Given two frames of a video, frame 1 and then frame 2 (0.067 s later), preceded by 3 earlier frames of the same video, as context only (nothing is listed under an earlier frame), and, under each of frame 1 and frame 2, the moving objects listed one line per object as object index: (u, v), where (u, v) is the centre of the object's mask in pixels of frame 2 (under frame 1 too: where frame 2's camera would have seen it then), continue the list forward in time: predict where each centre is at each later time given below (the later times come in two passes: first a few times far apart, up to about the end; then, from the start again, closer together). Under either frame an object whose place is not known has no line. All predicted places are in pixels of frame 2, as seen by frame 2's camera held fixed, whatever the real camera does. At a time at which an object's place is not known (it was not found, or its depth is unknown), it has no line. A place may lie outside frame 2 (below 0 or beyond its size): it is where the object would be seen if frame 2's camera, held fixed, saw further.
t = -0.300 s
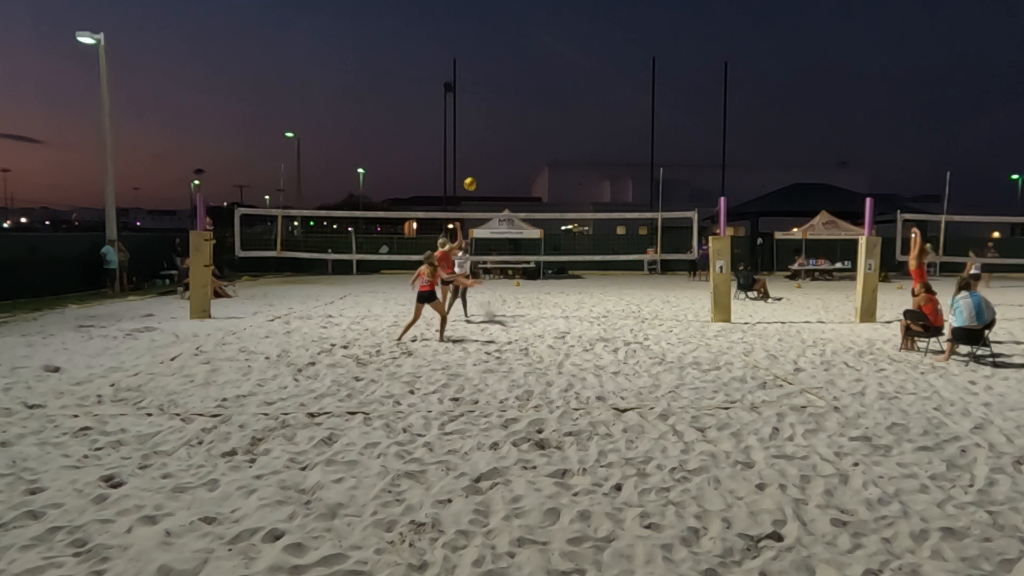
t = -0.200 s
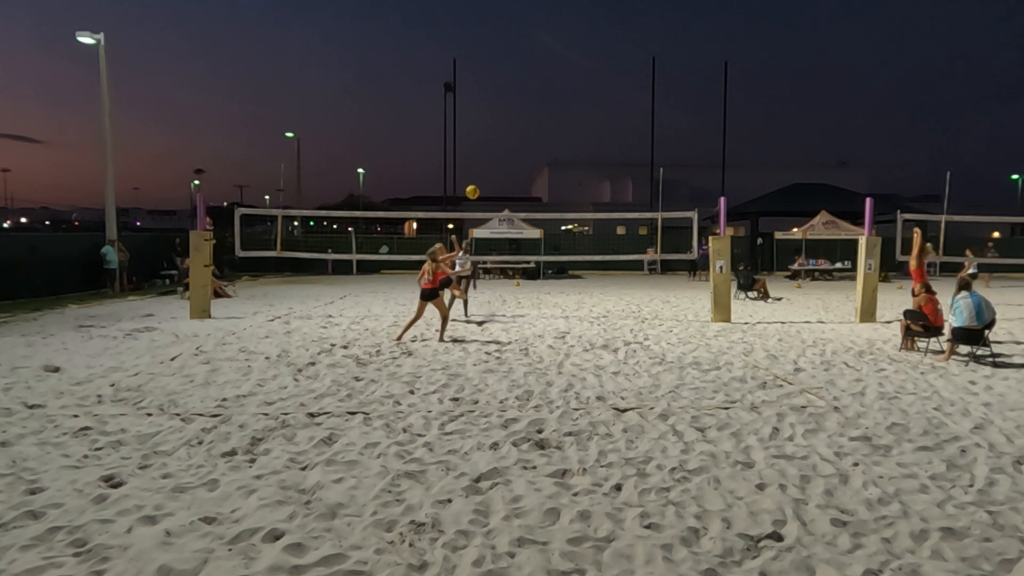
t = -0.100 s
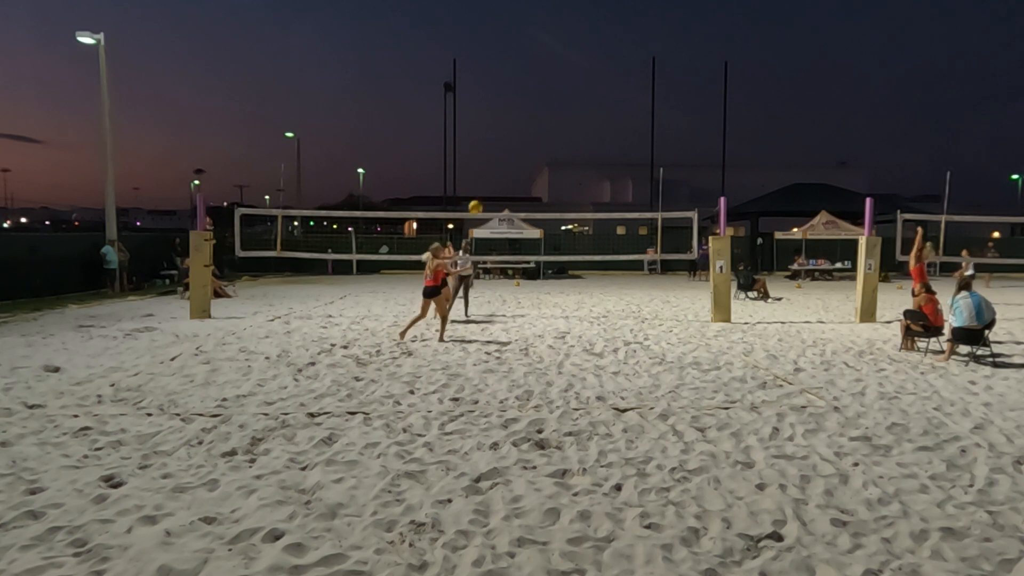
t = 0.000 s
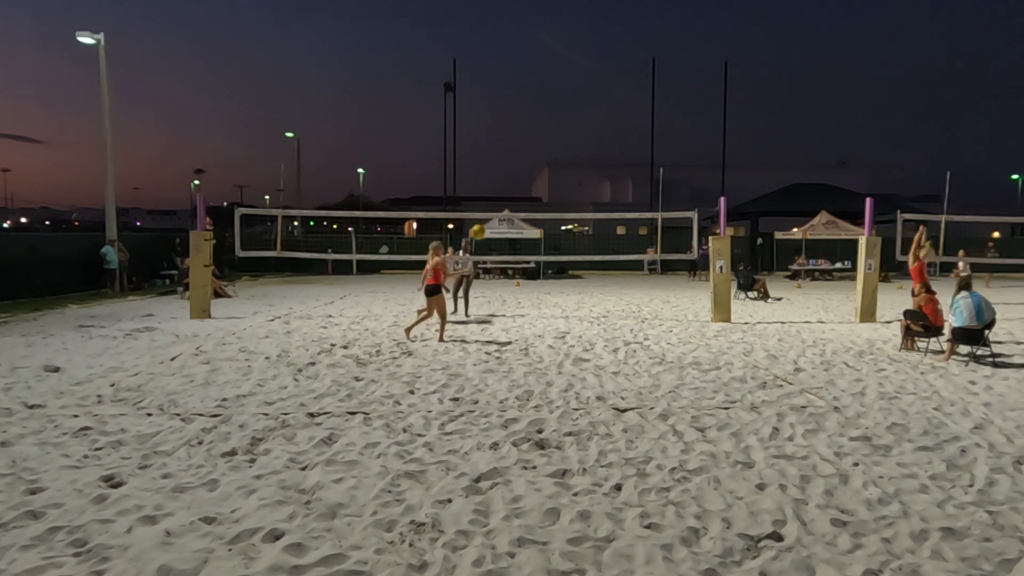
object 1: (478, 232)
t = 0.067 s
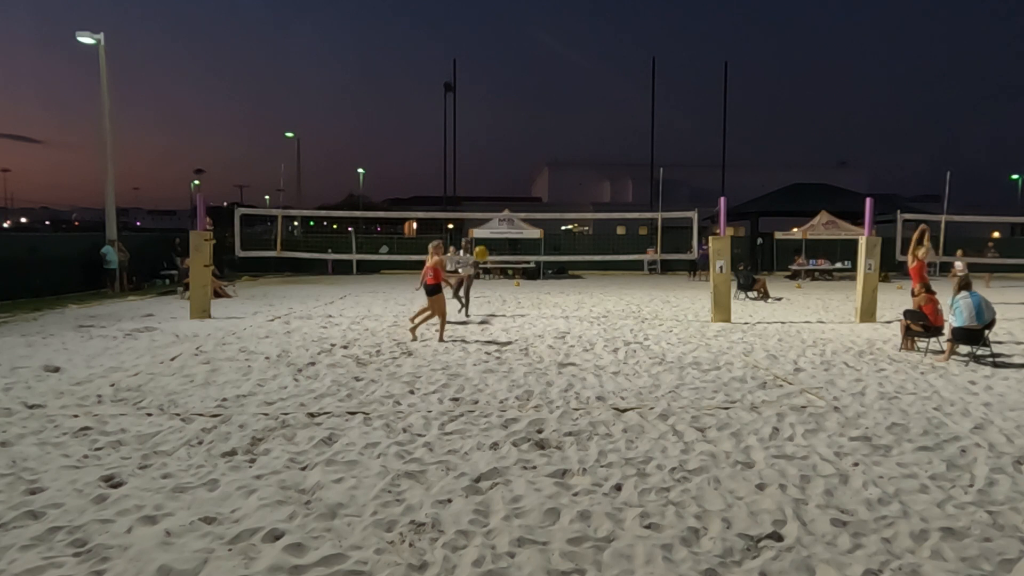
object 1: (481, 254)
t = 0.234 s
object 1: (487, 329)
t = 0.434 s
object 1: (514, 376)
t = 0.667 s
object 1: (557, 400)
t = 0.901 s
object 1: (616, 409)
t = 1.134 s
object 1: (695, 464)
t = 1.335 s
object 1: (777, 503)
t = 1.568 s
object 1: (894, 569)
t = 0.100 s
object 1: (482, 267)
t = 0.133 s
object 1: (483, 279)
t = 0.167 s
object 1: (485, 295)
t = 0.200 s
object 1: (486, 312)
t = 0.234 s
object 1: (487, 329)
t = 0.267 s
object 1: (489, 348)
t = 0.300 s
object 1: (492, 364)
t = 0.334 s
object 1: (497, 366)
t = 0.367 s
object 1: (502, 368)
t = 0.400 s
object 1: (508, 371)
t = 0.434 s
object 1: (514, 376)
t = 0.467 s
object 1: (520, 381)
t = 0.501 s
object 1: (526, 381)
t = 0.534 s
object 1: (531, 382)
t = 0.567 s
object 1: (537, 385)
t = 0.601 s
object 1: (544, 388)
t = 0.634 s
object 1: (550, 393)
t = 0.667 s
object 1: (557, 400)
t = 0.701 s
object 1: (564, 408)
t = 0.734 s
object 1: (572, 416)
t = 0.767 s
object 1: (580, 413)
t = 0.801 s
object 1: (588, 410)
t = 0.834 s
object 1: (597, 407)
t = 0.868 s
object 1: (606, 407)
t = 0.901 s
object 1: (616, 409)
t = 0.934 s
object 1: (625, 411)
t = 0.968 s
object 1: (636, 415)
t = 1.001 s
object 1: (647, 421)
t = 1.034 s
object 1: (659, 429)
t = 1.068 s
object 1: (670, 438)
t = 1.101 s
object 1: (682, 450)
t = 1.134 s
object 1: (695, 464)
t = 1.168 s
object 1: (709, 481)
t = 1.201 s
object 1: (723, 490)
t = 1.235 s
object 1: (735, 490)
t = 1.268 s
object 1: (748, 492)
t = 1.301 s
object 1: (762, 497)
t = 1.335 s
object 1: (777, 503)
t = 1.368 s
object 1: (792, 511)
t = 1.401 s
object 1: (808, 522)
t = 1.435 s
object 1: (827, 538)
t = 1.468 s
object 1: (845, 555)
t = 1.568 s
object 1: (894, 569)
